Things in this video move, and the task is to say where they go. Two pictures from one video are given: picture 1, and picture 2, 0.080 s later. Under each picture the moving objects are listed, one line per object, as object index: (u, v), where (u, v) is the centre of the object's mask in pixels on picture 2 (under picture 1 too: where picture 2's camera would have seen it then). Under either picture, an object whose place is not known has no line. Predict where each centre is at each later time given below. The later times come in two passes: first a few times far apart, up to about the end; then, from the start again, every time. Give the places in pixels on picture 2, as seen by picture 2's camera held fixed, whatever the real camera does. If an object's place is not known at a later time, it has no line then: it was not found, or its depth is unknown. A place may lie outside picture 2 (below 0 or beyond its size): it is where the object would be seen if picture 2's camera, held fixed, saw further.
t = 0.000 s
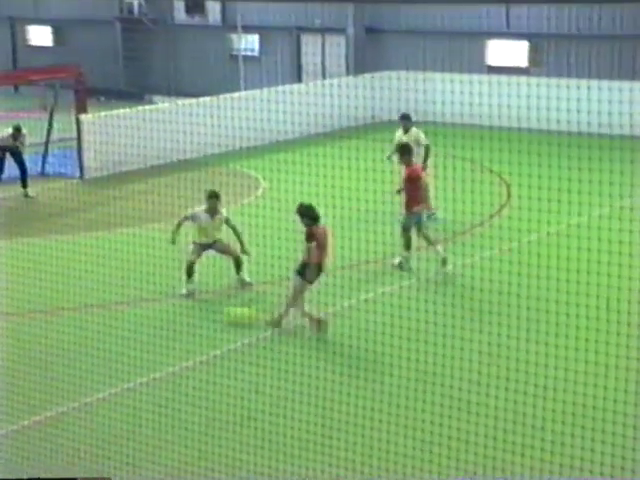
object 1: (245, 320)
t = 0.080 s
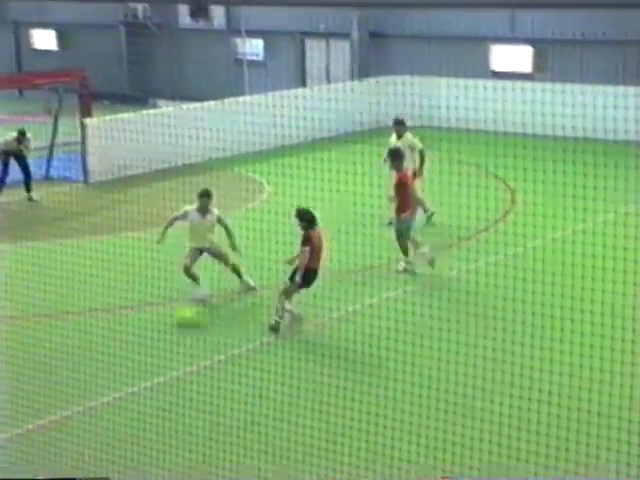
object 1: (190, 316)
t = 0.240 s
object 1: (97, 310)
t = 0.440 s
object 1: (11, 304)
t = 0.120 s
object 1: (164, 315)
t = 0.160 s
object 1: (139, 313)
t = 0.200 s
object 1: (117, 312)
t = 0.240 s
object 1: (97, 310)
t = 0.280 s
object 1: (76, 310)
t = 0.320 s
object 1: (59, 308)
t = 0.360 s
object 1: (41, 307)
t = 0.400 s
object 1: (25, 306)
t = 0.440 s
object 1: (11, 304)
